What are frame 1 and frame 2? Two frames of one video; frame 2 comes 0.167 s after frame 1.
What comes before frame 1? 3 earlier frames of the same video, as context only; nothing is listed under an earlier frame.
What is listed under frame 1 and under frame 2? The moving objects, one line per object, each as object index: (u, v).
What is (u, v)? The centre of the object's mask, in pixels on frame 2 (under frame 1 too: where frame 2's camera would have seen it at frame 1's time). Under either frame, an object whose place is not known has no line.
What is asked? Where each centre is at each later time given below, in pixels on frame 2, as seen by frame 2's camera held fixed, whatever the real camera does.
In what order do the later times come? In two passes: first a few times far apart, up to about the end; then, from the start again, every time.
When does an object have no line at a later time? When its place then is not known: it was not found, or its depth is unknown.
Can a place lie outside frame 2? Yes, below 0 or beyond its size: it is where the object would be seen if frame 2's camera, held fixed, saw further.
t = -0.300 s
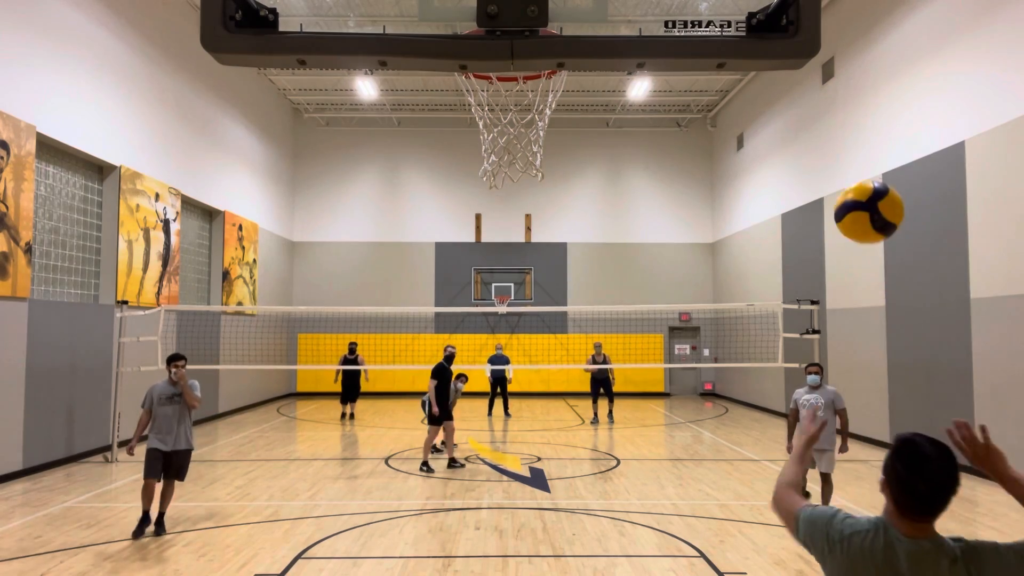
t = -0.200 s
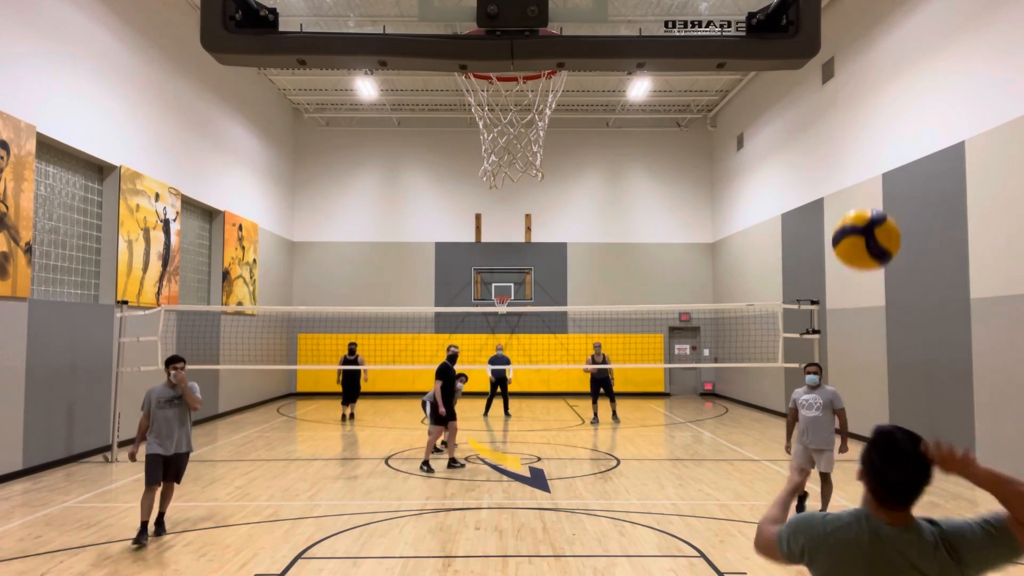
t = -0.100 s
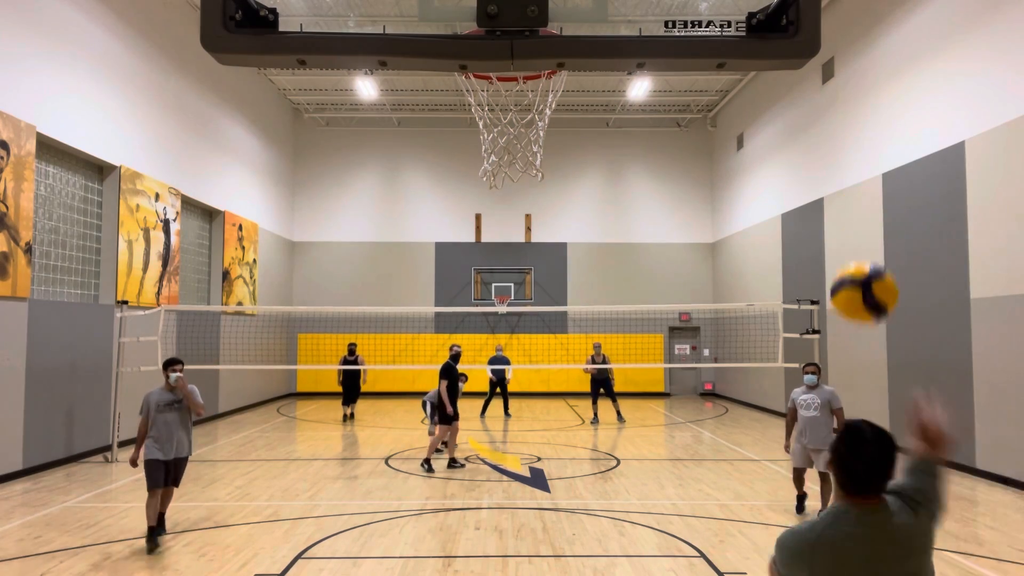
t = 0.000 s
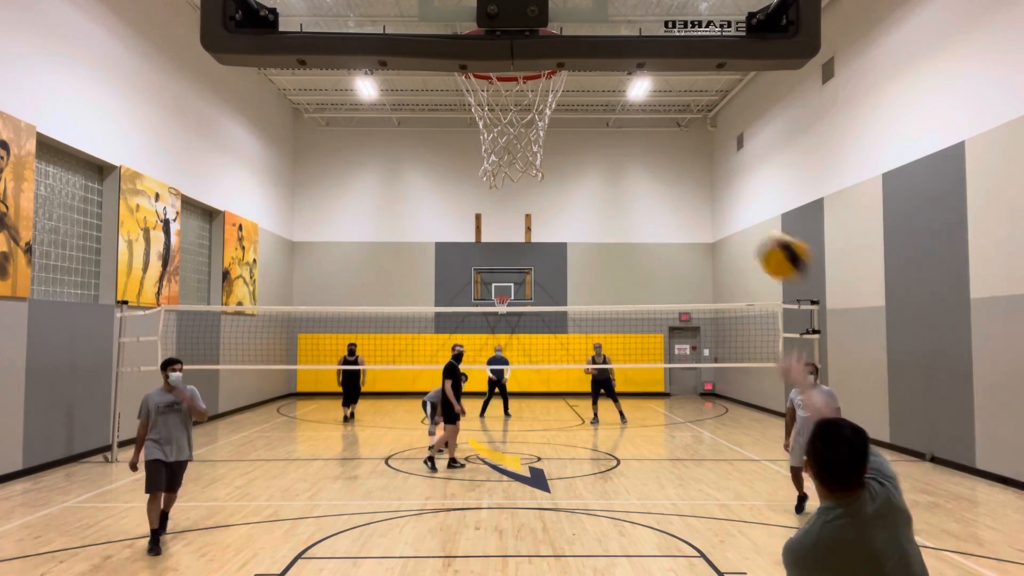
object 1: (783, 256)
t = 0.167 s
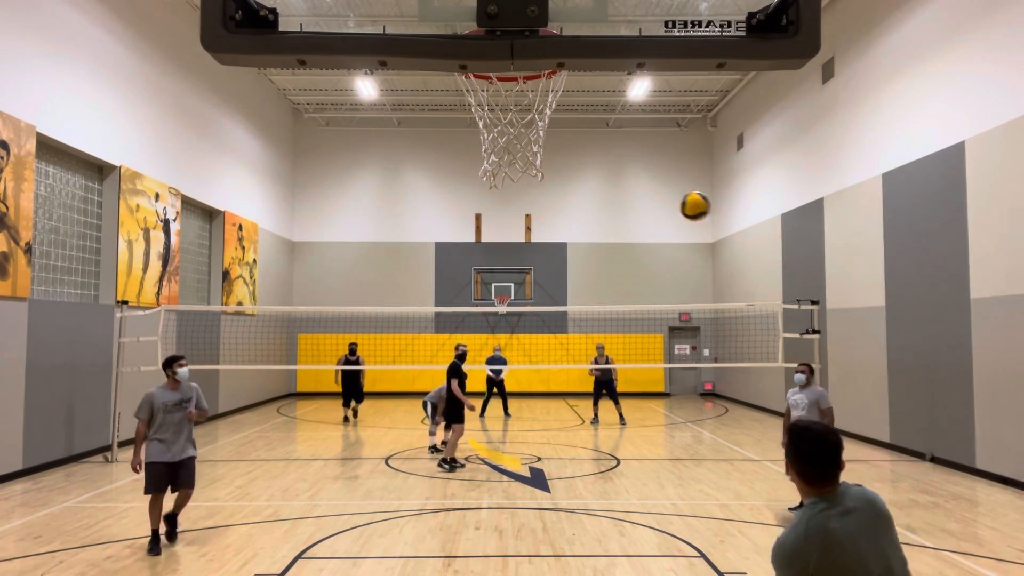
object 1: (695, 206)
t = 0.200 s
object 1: (686, 205)
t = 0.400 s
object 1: (657, 223)
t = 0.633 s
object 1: (640, 265)
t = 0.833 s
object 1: (636, 307)
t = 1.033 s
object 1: (648, 319)
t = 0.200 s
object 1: (686, 205)
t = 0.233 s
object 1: (679, 205)
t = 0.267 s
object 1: (673, 207)
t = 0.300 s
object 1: (668, 210)
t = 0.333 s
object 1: (664, 214)
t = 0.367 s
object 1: (660, 218)
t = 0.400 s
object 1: (657, 223)
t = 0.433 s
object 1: (654, 228)
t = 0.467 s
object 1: (651, 234)
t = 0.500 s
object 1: (648, 240)
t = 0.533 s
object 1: (646, 246)
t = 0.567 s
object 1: (644, 252)
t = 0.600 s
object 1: (642, 258)
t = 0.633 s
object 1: (640, 265)
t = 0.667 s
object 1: (639, 273)
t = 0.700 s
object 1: (638, 281)
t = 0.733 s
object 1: (637, 288)
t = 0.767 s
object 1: (636, 296)
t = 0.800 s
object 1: (635, 304)
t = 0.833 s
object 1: (636, 307)
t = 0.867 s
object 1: (638, 308)
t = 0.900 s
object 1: (640, 309)
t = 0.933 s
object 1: (641, 310)
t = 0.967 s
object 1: (643, 312)
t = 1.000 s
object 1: (646, 315)
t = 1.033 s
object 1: (648, 319)
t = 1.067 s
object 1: (650, 323)
